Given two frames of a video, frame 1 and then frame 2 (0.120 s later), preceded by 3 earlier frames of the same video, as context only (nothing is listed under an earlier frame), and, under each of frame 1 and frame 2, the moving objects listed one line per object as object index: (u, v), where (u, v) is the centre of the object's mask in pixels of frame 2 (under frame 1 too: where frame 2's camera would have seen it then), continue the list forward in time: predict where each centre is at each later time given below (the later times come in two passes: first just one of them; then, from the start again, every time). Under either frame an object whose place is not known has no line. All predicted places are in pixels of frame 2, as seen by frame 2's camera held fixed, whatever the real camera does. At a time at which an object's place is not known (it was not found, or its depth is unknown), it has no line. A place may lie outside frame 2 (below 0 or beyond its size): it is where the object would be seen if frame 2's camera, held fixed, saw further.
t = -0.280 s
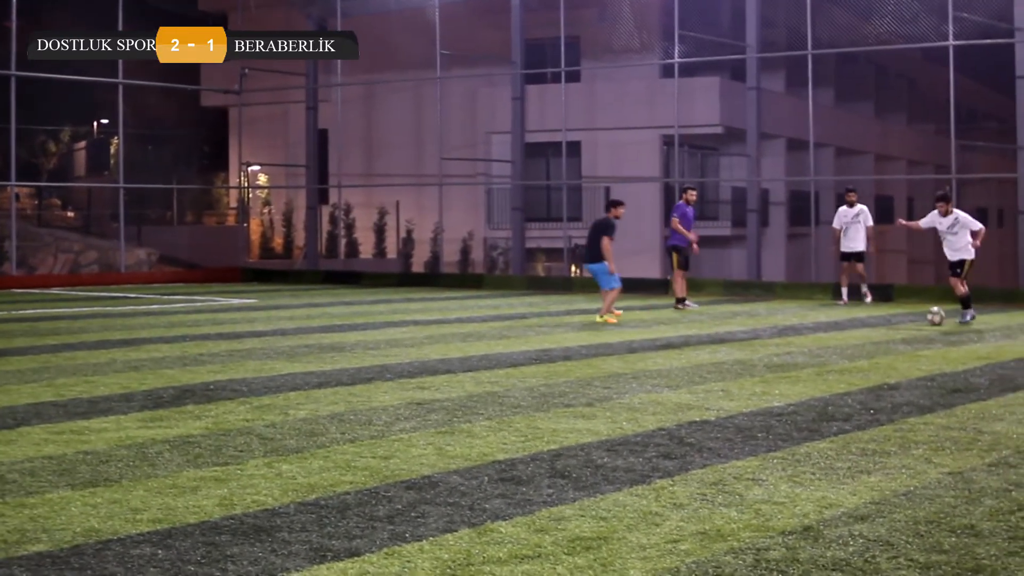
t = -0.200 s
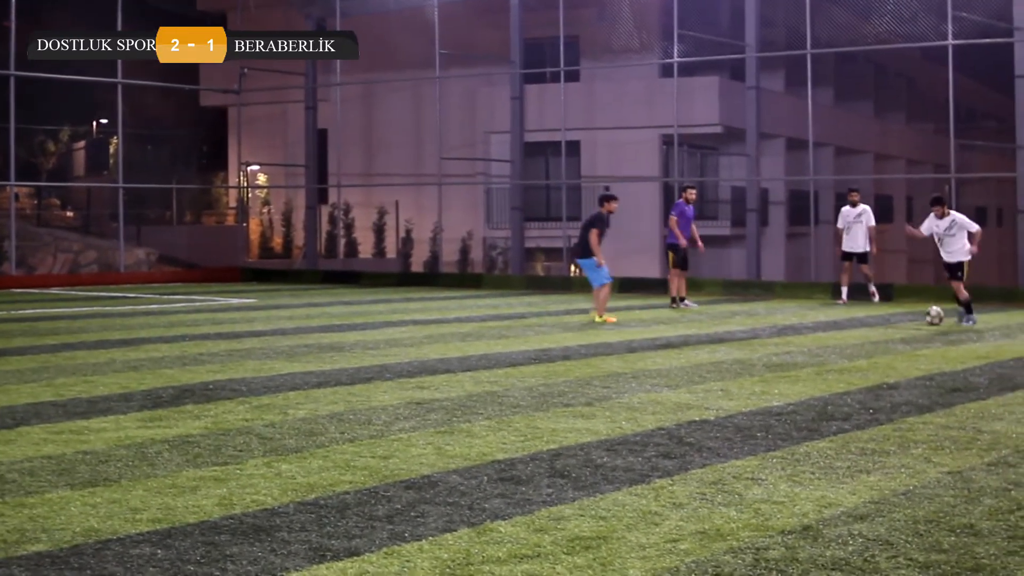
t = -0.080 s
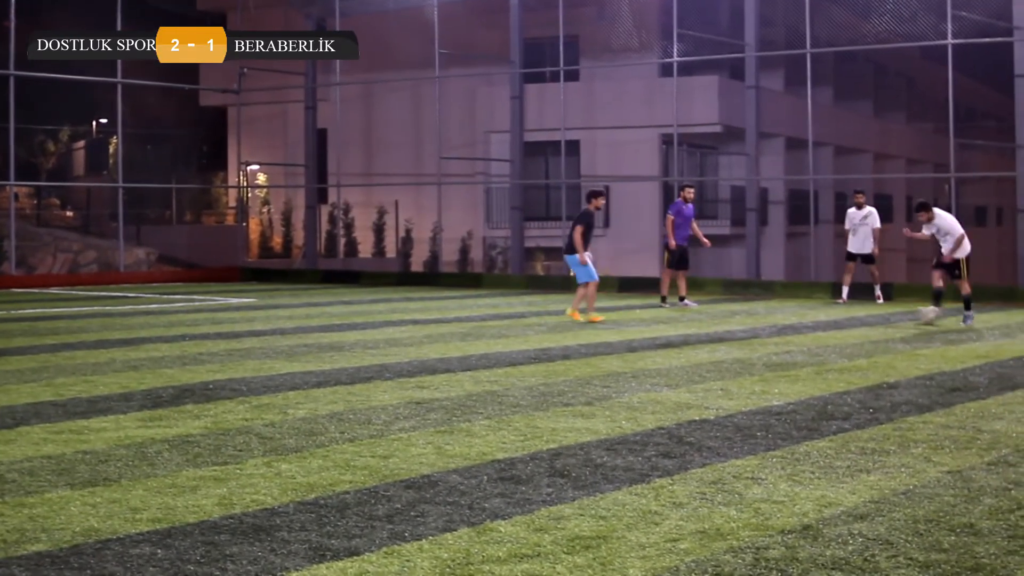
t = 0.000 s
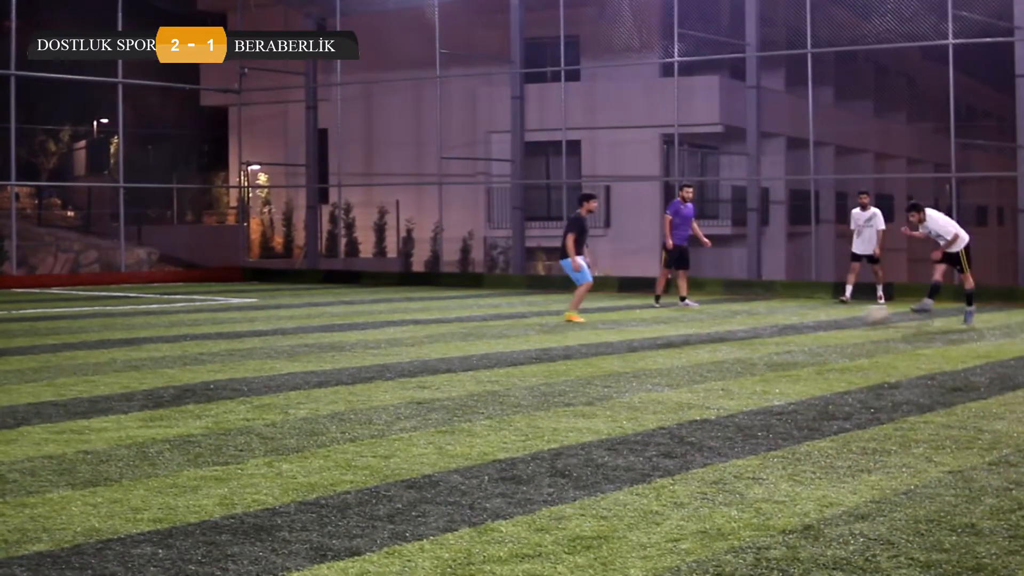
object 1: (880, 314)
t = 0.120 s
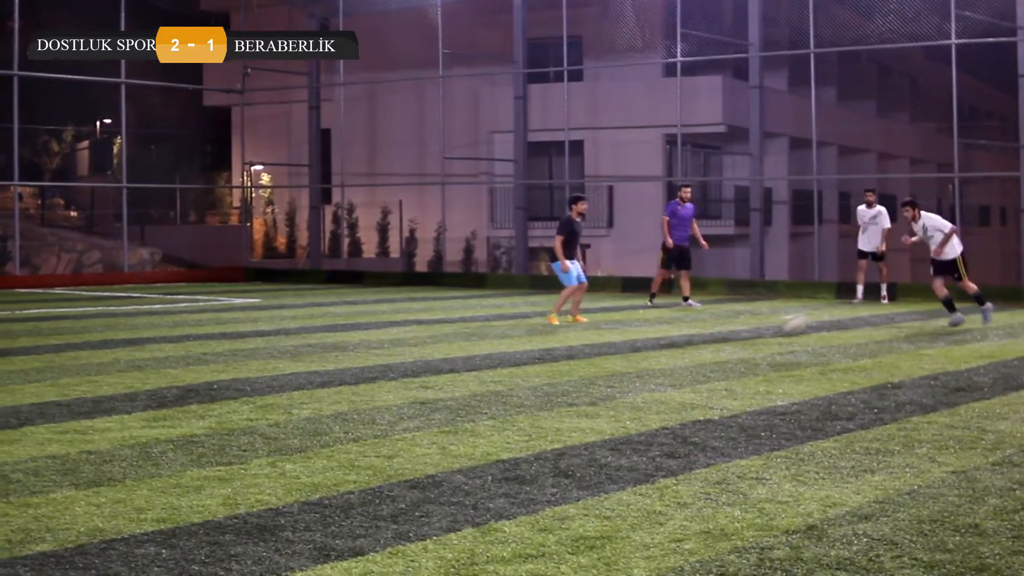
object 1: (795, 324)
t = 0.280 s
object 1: (683, 322)
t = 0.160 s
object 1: (766, 323)
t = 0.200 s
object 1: (739, 322)
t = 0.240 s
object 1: (712, 321)
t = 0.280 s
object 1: (683, 322)
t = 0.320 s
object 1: (655, 325)
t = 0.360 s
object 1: (625, 330)
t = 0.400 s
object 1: (595, 337)
